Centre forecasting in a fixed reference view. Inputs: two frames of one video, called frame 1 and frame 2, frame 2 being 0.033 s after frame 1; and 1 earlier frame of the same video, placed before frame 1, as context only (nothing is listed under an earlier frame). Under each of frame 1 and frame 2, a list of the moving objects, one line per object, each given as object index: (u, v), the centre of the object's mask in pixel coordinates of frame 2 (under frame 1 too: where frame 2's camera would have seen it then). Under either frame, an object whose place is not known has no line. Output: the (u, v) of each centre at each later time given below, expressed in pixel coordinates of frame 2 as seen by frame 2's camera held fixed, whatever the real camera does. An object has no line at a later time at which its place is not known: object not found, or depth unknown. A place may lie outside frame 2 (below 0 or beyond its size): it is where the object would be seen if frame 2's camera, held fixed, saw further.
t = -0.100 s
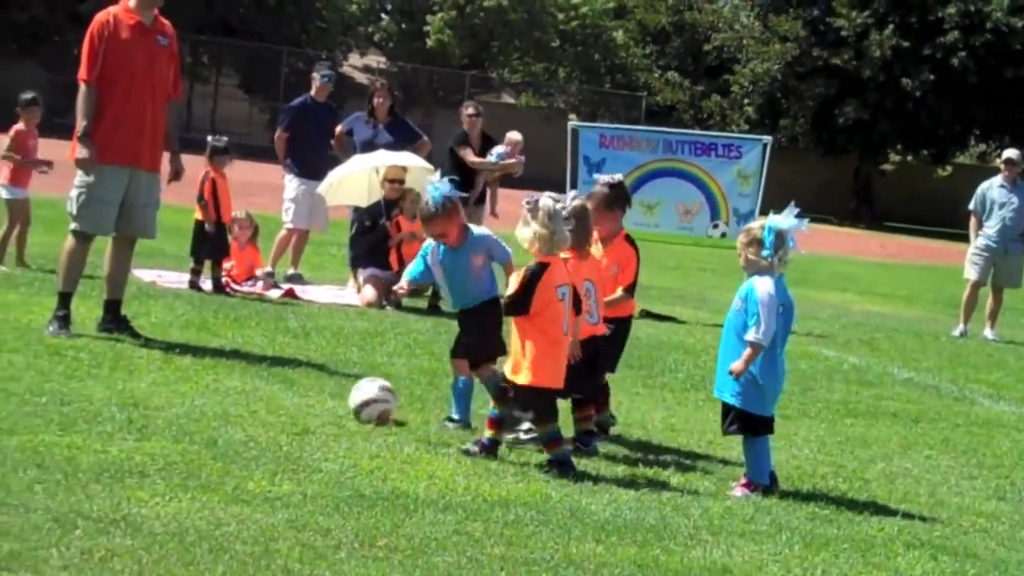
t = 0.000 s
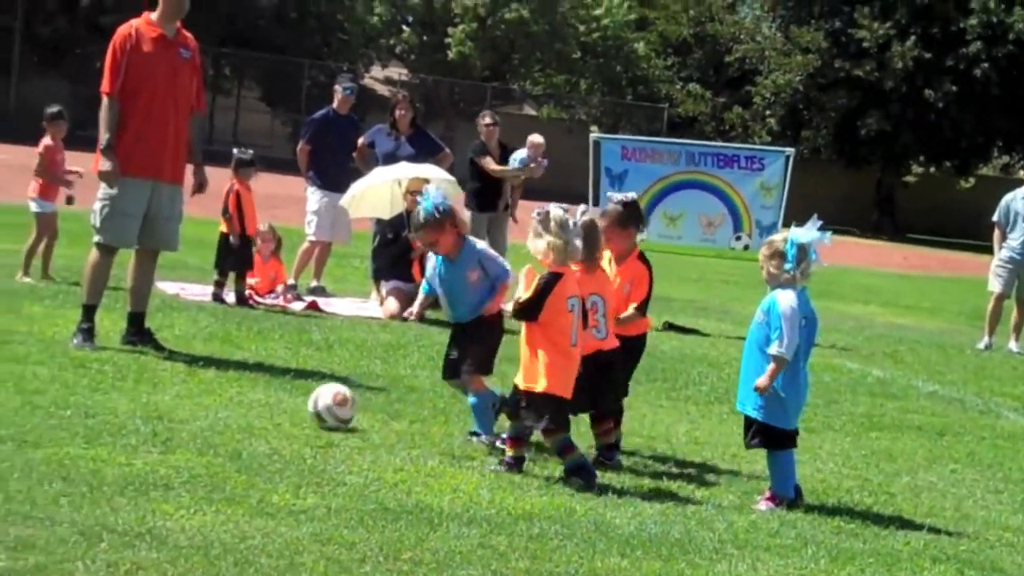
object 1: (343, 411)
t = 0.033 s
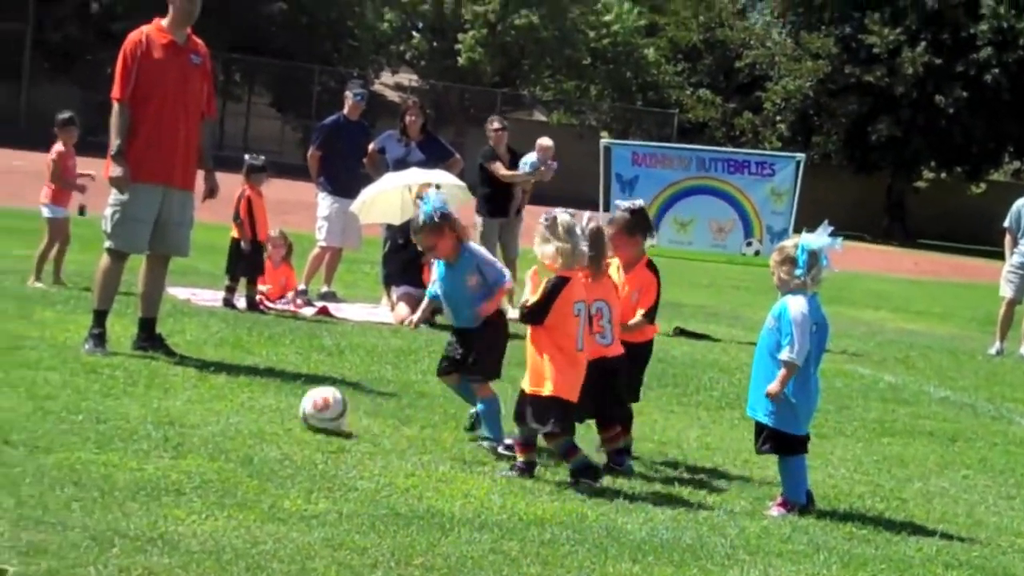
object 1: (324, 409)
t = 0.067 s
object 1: (303, 408)
